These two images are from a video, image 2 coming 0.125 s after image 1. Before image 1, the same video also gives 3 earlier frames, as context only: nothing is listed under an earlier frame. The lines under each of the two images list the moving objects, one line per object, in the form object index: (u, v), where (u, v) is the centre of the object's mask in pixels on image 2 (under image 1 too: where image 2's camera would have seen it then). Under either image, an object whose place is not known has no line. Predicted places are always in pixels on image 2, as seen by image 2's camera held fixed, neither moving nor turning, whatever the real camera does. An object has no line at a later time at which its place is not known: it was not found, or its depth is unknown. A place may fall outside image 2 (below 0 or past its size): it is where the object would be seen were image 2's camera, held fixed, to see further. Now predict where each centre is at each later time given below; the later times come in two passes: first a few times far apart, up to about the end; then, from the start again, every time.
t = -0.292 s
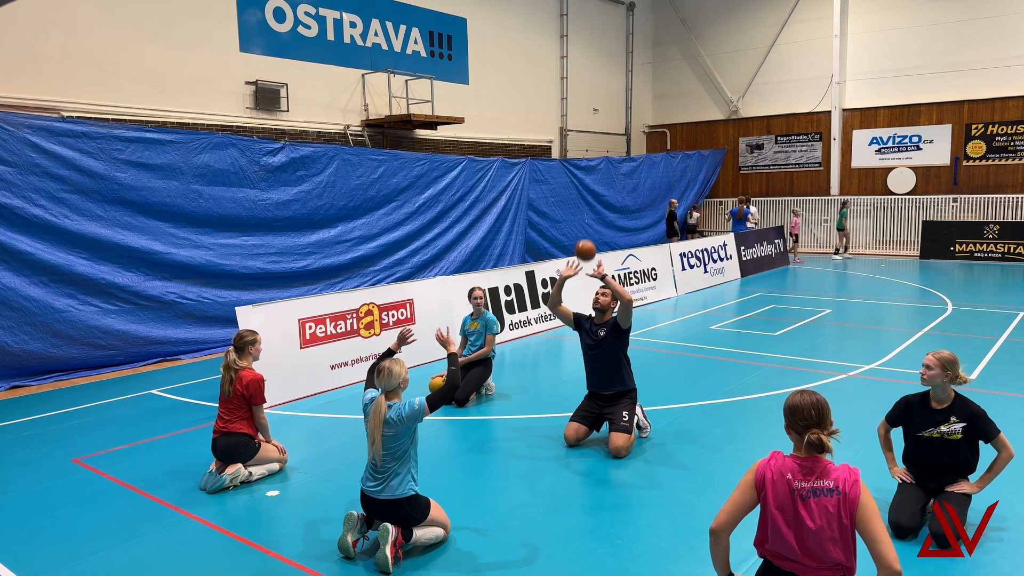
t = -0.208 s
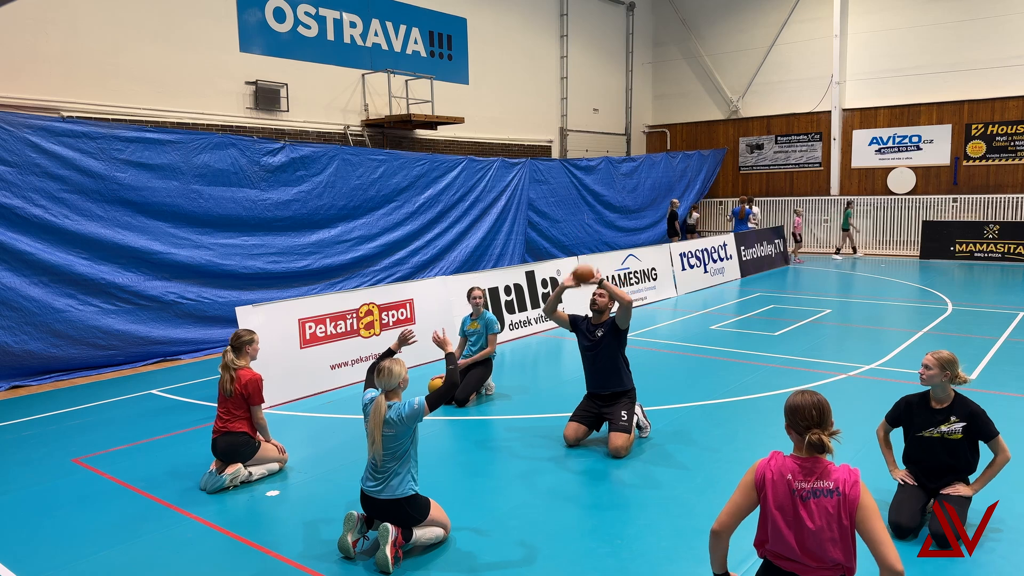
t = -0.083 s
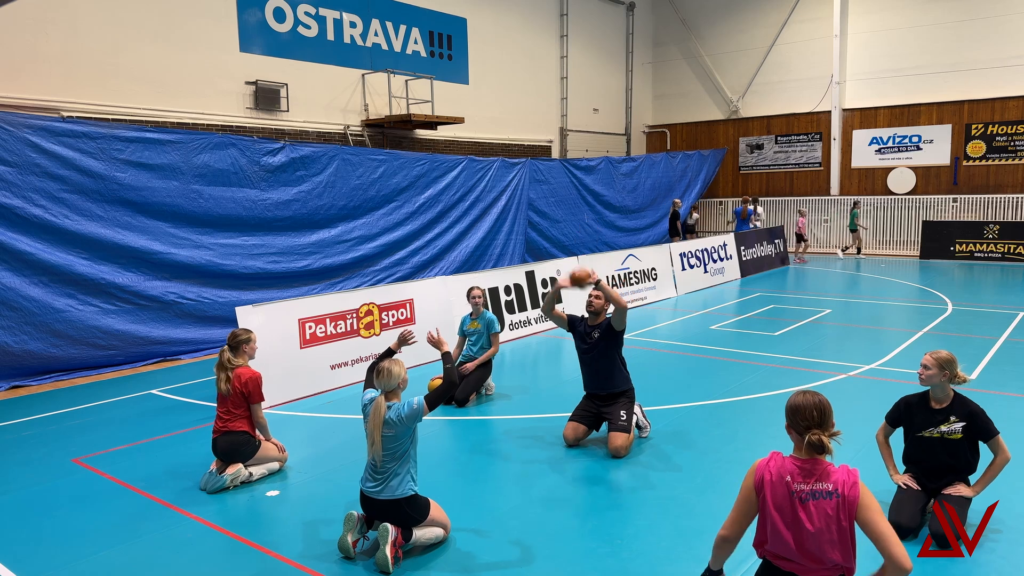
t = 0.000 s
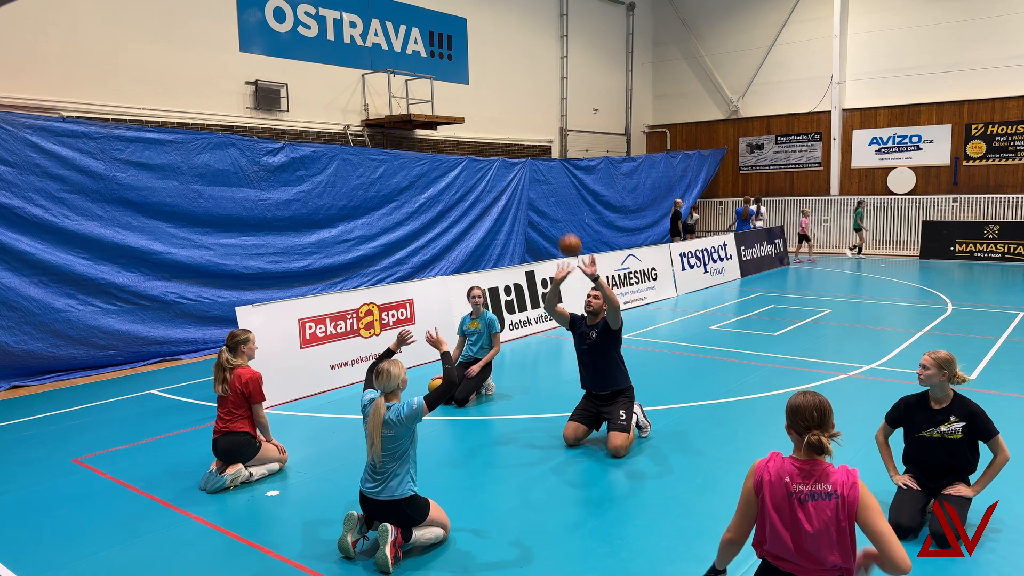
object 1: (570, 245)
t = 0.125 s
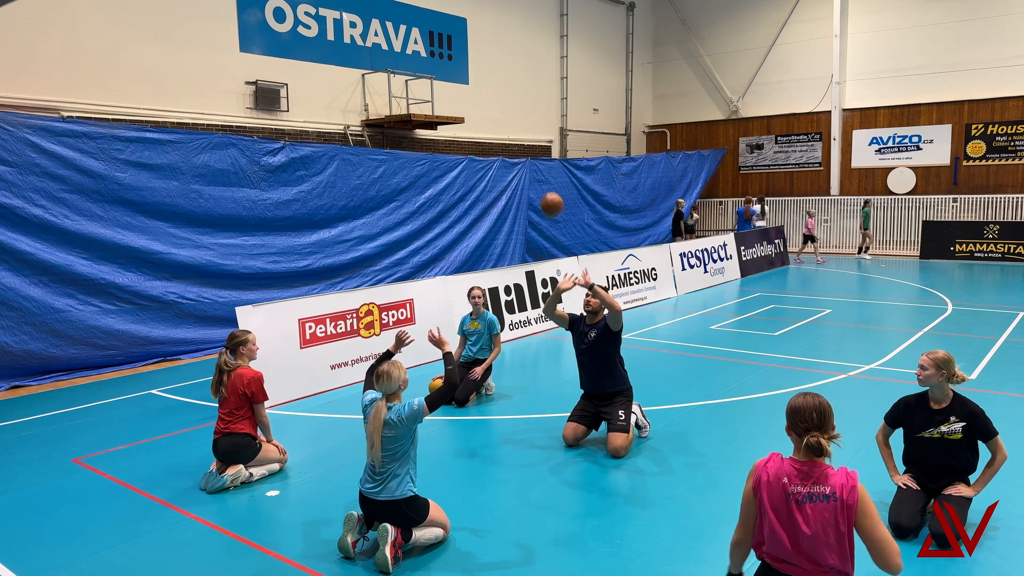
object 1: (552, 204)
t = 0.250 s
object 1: (532, 182)
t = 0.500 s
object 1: (486, 203)
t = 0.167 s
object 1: (545, 194)
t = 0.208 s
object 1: (539, 187)
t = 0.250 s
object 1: (532, 182)
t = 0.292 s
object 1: (525, 178)
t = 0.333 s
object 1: (517, 178)
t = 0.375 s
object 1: (510, 180)
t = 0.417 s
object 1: (502, 185)
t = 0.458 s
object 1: (494, 193)
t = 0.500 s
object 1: (486, 203)
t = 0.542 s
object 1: (477, 217)
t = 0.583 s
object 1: (469, 235)
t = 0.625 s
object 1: (461, 256)
